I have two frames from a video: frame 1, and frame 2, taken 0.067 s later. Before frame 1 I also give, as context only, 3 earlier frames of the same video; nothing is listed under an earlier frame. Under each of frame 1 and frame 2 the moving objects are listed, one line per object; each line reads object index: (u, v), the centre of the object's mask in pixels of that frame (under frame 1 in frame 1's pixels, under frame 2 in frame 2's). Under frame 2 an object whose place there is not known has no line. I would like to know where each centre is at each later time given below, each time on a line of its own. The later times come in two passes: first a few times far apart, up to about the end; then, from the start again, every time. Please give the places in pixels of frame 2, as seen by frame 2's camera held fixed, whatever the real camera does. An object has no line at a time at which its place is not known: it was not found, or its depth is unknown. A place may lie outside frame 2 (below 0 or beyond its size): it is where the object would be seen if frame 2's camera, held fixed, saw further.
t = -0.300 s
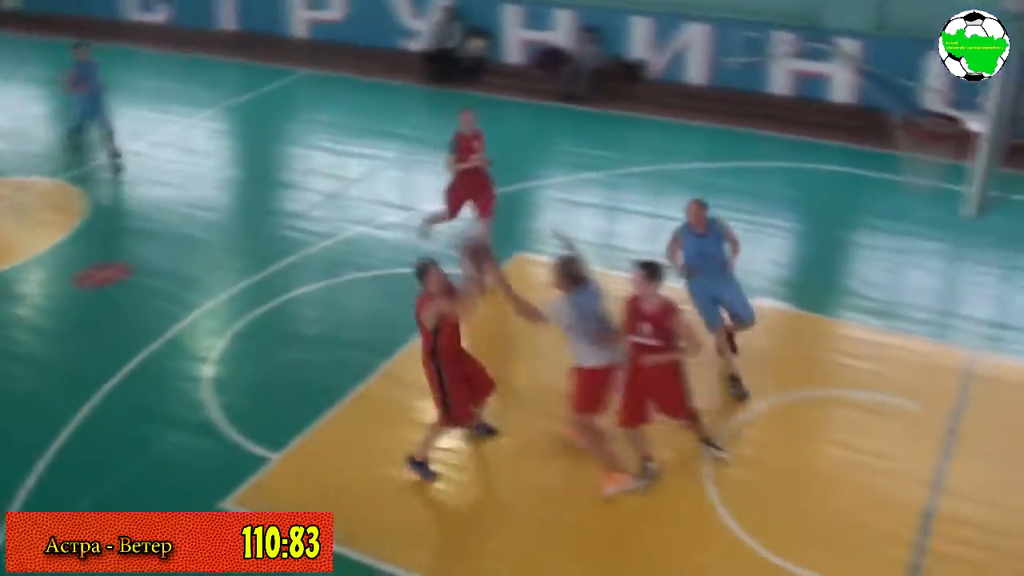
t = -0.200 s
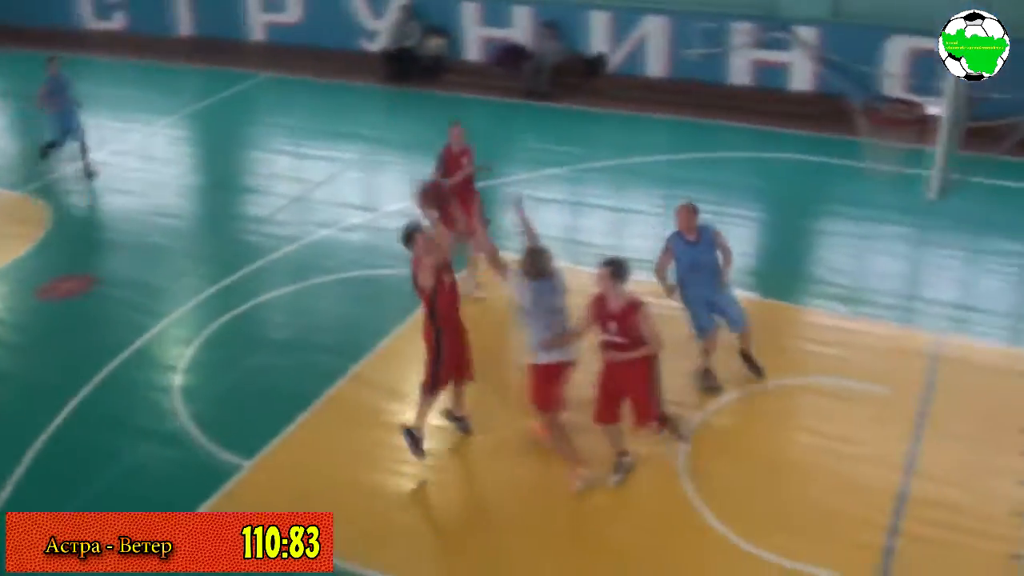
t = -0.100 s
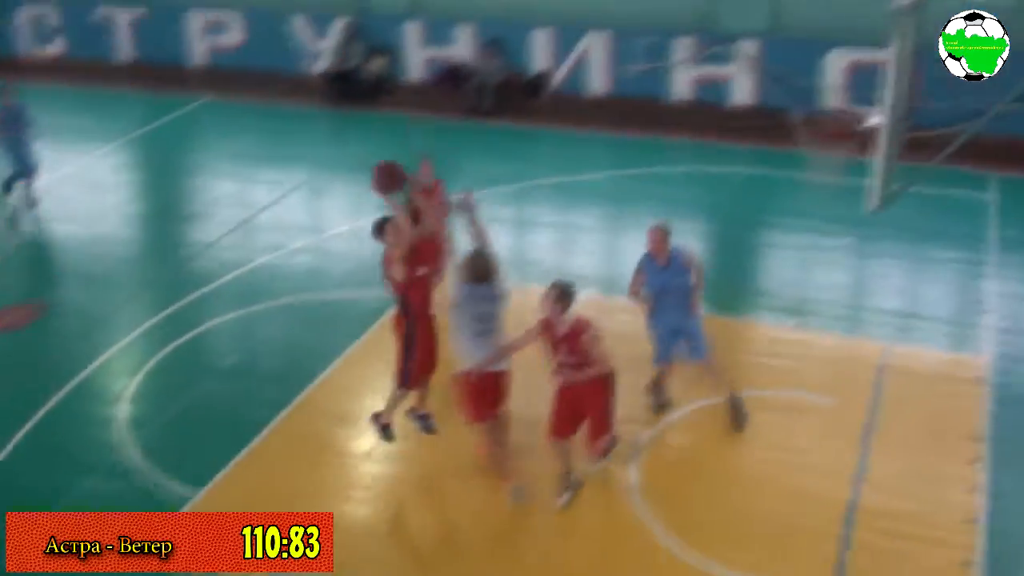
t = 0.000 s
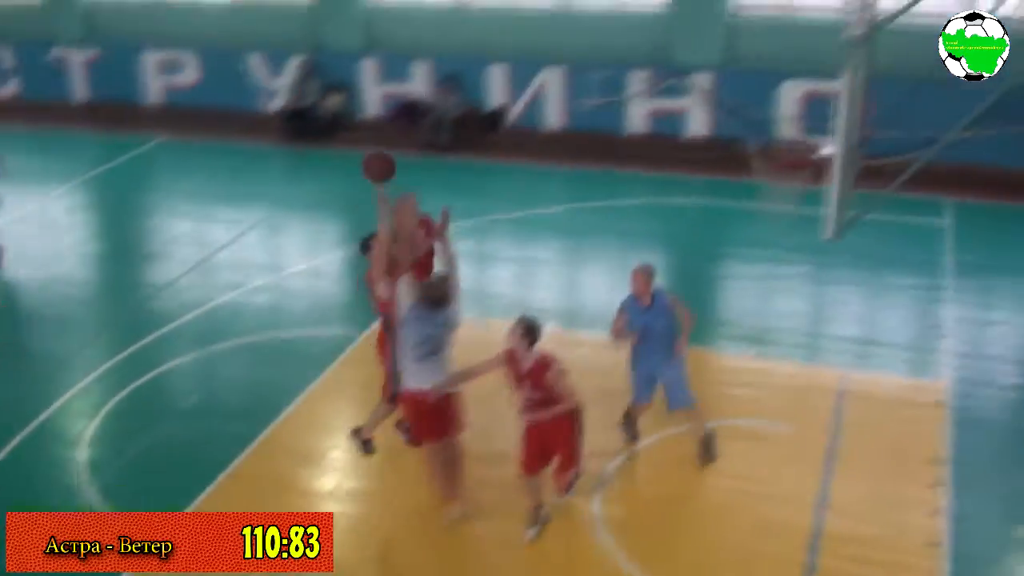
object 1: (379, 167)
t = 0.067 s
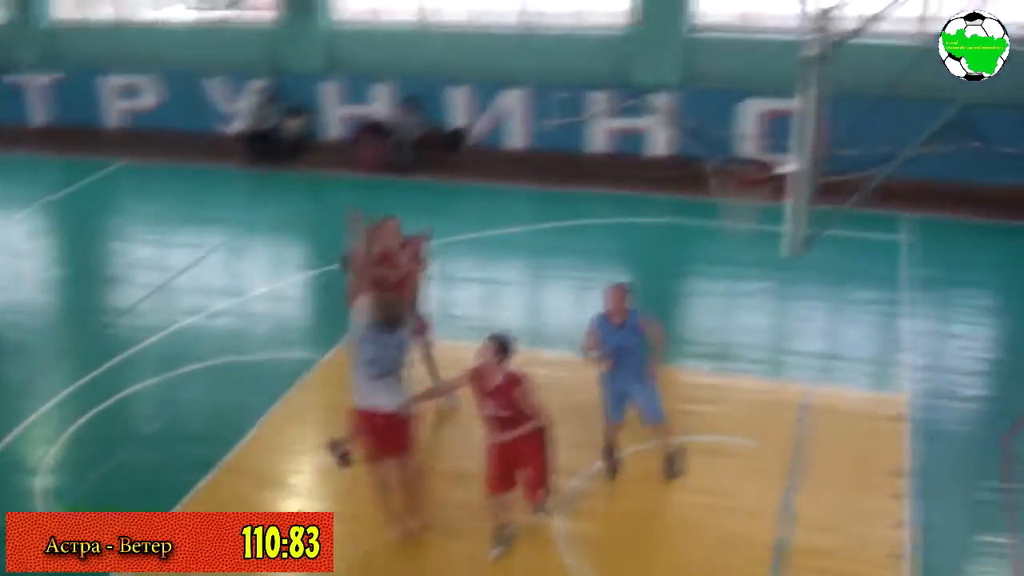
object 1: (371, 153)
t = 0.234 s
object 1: (459, 93)
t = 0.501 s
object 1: (609, 72)
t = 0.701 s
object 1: (724, 125)
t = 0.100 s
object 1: (384, 136)
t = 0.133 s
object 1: (403, 125)
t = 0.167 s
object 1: (422, 116)
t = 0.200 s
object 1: (440, 104)
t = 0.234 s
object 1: (459, 93)
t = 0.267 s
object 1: (478, 85)
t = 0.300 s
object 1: (495, 78)
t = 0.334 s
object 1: (513, 73)
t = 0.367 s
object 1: (533, 70)
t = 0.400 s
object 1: (552, 69)
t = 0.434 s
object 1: (571, 68)
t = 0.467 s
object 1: (591, 70)
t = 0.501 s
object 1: (609, 72)
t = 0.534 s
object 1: (629, 78)
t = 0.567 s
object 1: (649, 85)
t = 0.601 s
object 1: (668, 91)
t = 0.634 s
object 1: (687, 102)
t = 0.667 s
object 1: (709, 113)
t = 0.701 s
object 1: (724, 125)
